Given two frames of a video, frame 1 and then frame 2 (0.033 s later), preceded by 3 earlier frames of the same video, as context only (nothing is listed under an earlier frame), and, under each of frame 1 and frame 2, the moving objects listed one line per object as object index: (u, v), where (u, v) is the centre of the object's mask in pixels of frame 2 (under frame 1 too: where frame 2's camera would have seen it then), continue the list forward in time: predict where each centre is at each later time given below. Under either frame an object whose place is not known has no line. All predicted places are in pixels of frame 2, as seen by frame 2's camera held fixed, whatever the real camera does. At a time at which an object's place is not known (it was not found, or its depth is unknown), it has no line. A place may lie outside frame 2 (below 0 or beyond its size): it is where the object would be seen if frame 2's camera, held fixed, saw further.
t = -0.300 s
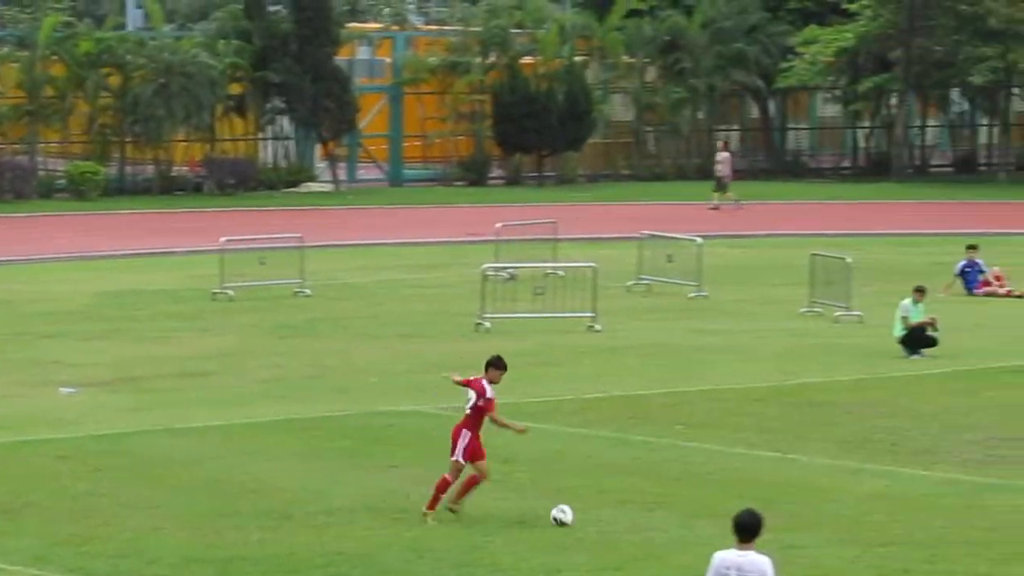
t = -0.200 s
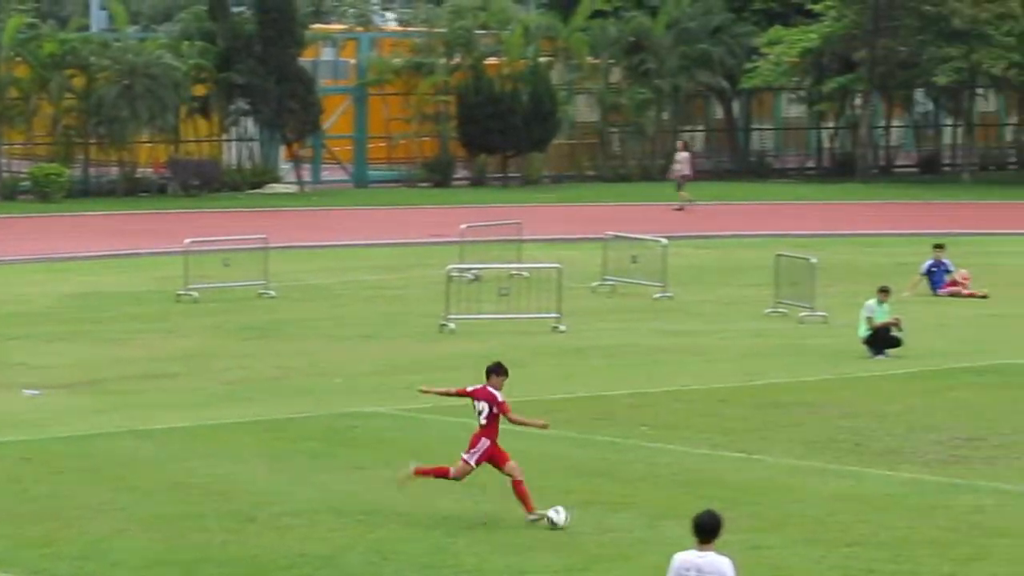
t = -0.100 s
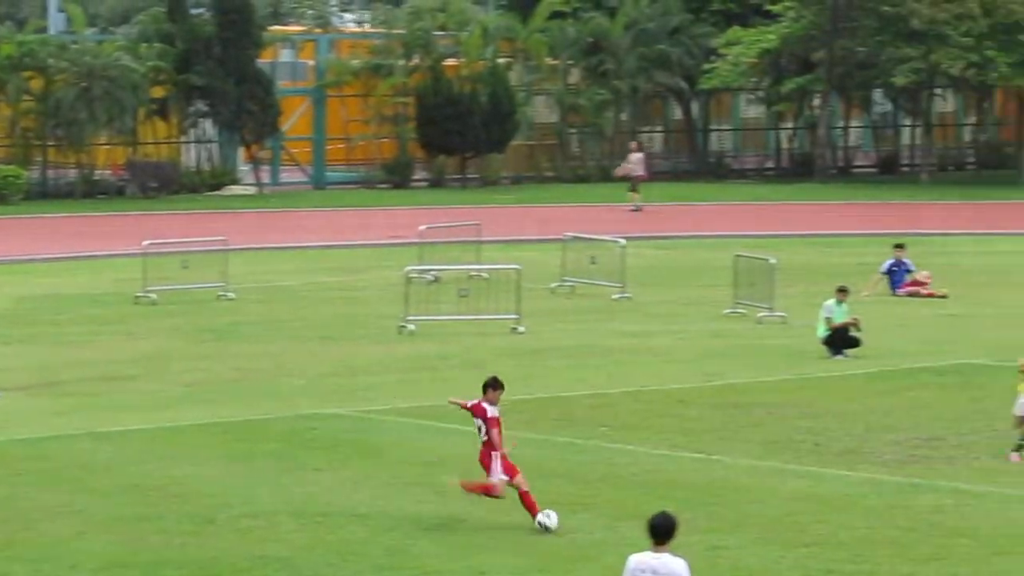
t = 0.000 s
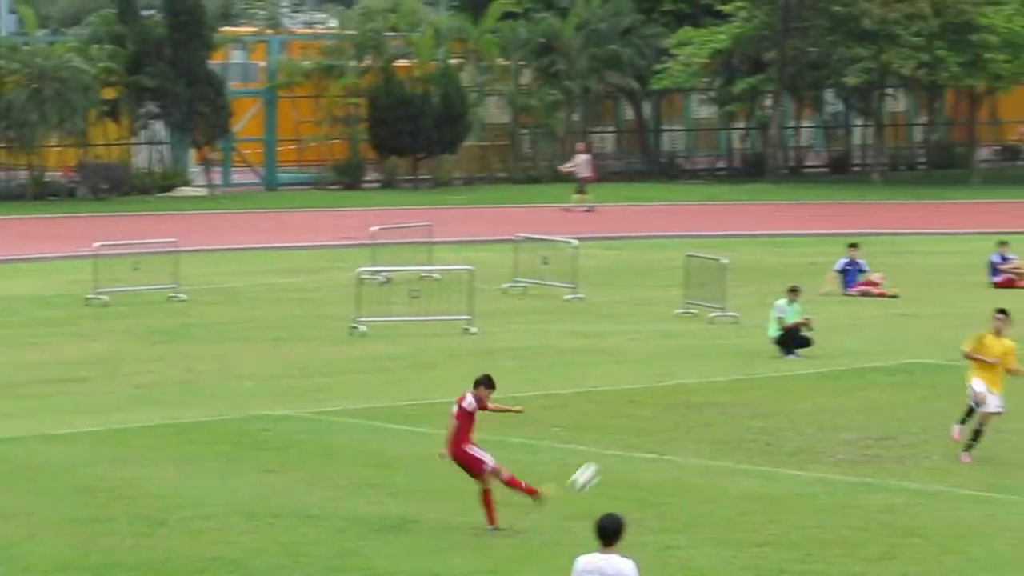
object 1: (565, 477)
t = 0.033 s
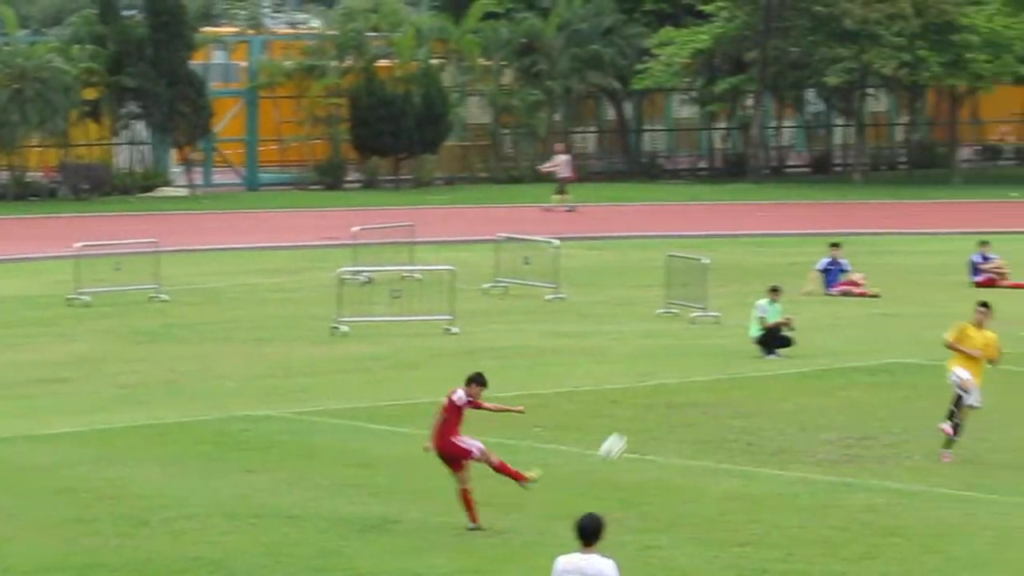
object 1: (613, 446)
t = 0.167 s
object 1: (778, 346)
